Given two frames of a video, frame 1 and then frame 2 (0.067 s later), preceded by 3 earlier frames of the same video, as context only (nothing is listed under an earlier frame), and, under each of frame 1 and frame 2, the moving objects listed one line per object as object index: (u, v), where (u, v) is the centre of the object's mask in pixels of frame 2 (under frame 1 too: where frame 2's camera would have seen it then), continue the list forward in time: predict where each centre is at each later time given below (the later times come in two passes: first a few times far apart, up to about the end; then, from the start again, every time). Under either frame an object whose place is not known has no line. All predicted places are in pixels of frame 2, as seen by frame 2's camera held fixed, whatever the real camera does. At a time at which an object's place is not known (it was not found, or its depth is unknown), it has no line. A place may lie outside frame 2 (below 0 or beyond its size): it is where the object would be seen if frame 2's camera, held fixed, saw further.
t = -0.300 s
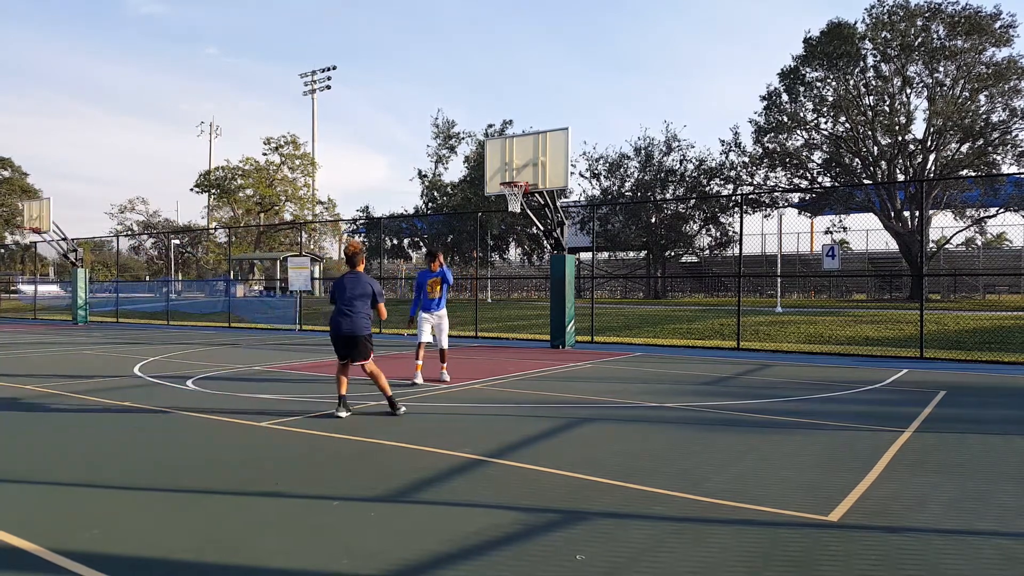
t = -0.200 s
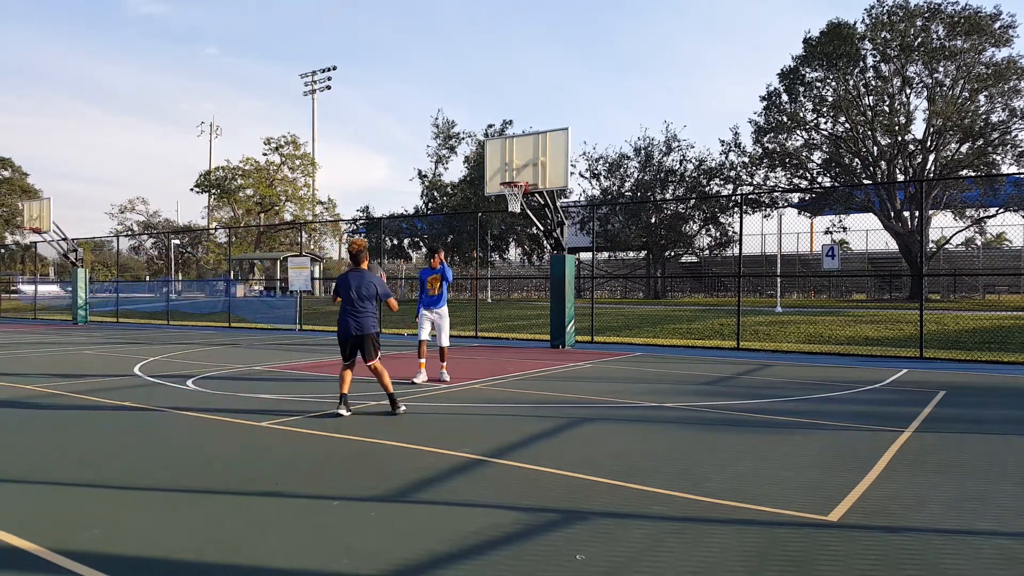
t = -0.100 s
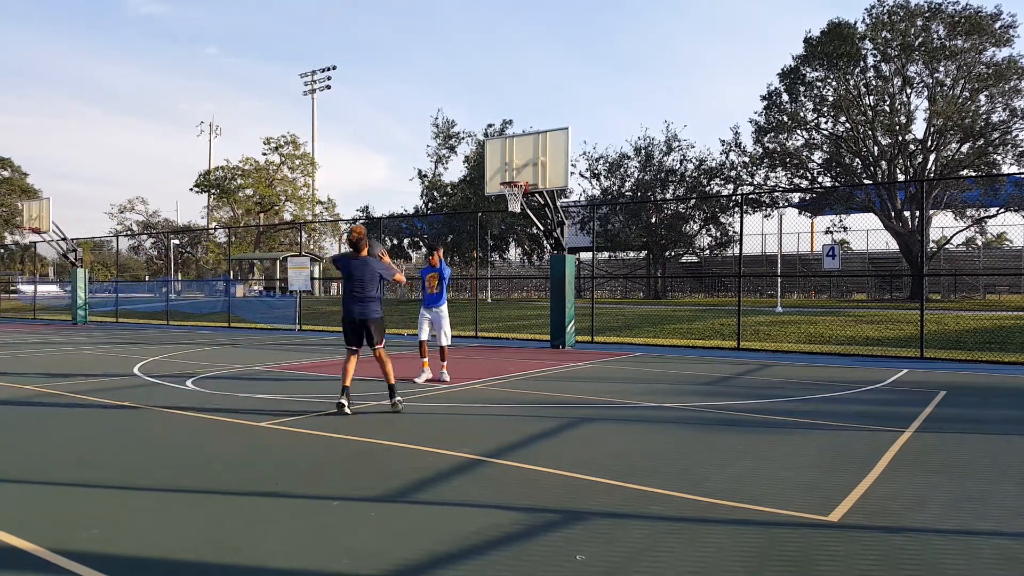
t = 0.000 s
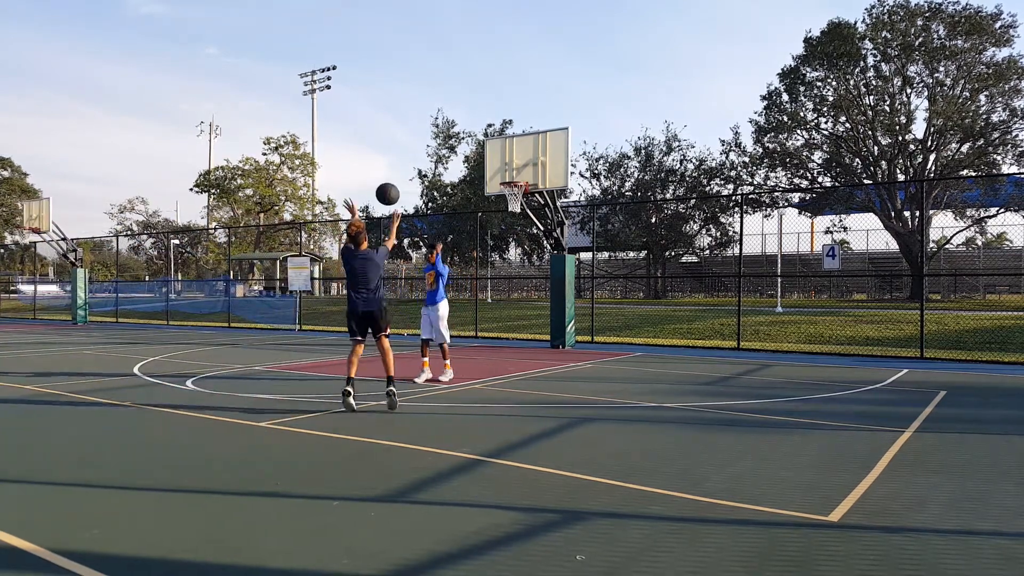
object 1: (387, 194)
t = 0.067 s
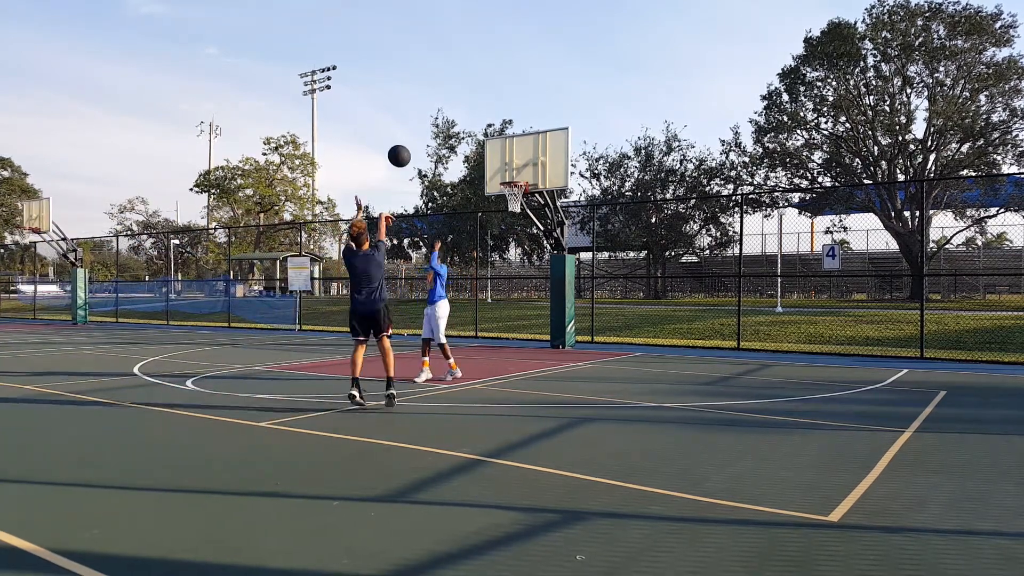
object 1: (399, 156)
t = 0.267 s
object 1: (430, 78)
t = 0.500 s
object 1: (460, 42)
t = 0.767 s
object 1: (489, 55)
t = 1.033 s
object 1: (512, 108)
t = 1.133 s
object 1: (520, 135)
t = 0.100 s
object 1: (405, 139)
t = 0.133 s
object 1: (410, 124)
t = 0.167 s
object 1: (415, 111)
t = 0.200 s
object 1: (420, 99)
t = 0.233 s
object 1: (425, 88)
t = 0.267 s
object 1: (430, 78)
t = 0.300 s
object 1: (435, 70)
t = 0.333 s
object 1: (439, 63)
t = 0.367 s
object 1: (444, 57)
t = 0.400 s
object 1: (448, 51)
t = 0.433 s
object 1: (452, 48)
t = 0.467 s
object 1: (456, 44)
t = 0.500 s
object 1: (460, 42)
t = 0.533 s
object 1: (464, 41)
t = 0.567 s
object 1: (468, 41)
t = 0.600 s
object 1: (472, 41)
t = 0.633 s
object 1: (476, 43)
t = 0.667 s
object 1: (479, 45)
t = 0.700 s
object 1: (482, 47)
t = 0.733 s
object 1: (486, 51)
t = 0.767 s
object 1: (489, 55)
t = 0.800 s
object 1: (492, 59)
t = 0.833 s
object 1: (495, 65)
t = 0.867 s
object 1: (498, 71)
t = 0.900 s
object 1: (501, 77)
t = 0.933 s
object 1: (504, 84)
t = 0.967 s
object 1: (507, 91)
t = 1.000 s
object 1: (509, 99)
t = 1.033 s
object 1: (512, 108)
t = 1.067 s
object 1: (515, 116)
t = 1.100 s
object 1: (517, 125)
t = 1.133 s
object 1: (520, 135)
